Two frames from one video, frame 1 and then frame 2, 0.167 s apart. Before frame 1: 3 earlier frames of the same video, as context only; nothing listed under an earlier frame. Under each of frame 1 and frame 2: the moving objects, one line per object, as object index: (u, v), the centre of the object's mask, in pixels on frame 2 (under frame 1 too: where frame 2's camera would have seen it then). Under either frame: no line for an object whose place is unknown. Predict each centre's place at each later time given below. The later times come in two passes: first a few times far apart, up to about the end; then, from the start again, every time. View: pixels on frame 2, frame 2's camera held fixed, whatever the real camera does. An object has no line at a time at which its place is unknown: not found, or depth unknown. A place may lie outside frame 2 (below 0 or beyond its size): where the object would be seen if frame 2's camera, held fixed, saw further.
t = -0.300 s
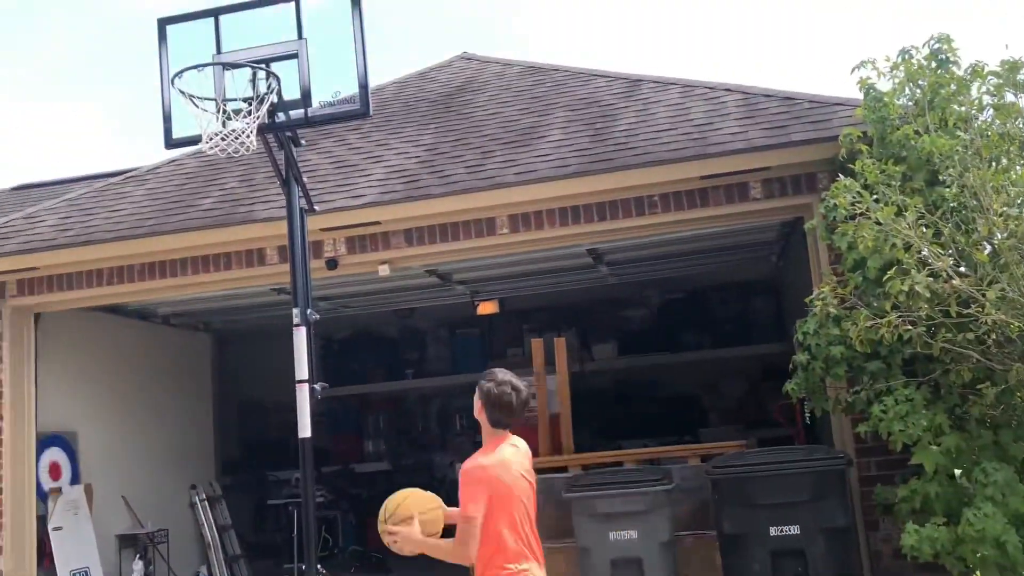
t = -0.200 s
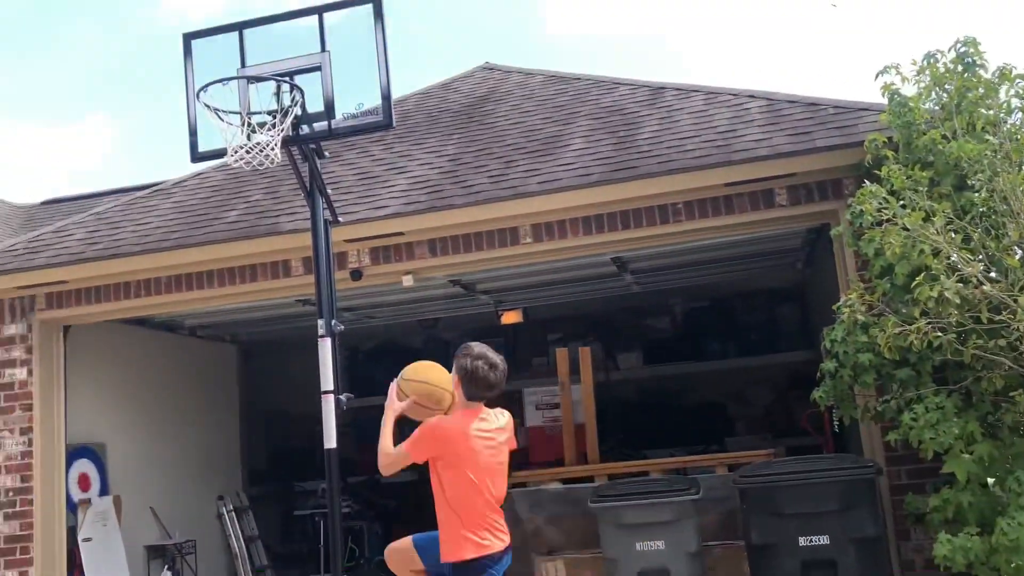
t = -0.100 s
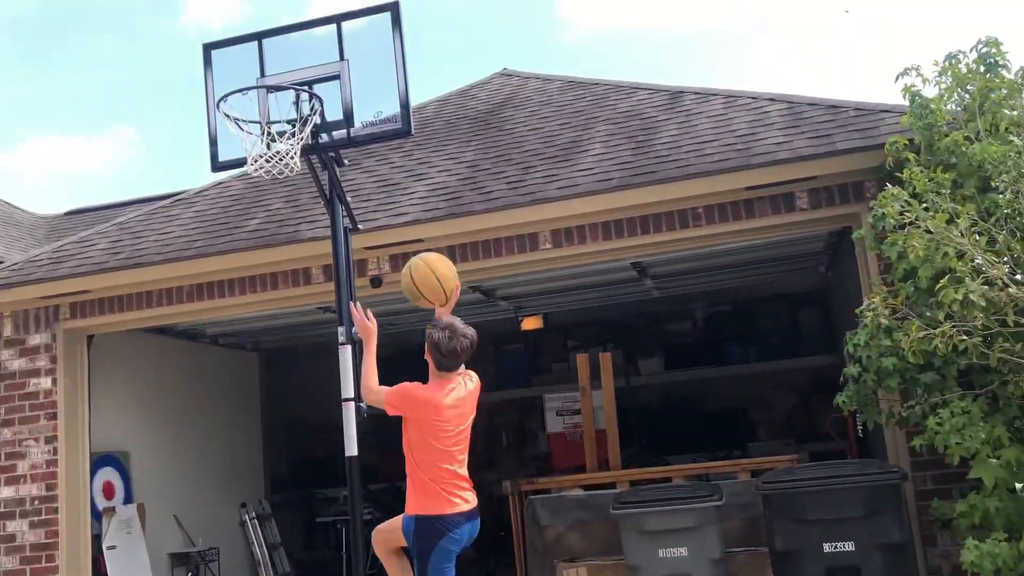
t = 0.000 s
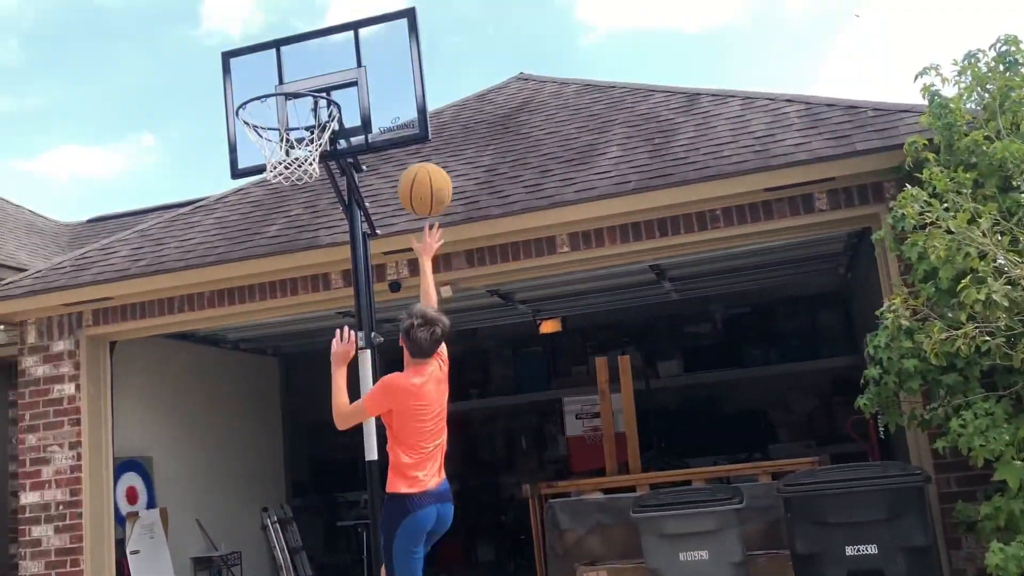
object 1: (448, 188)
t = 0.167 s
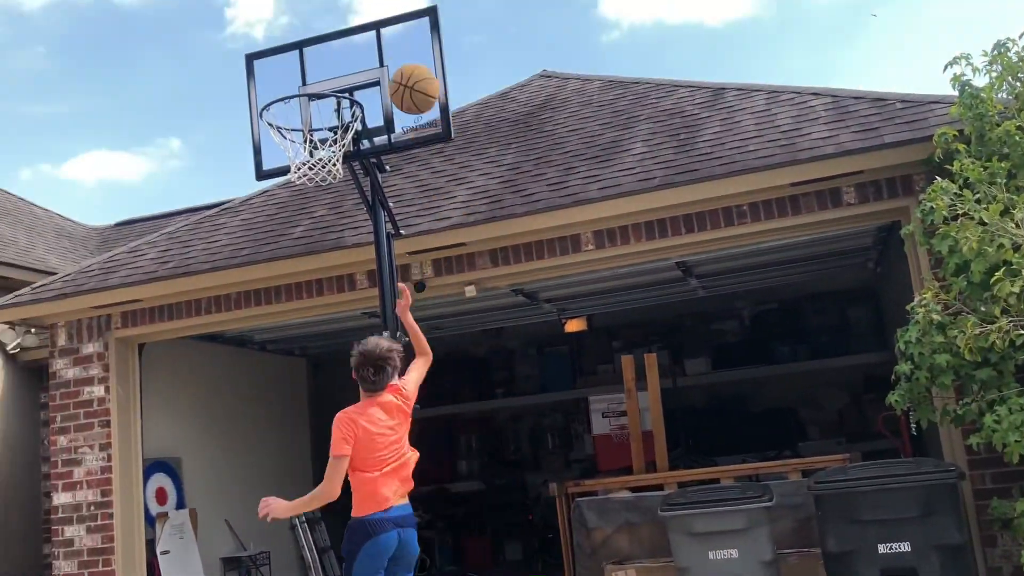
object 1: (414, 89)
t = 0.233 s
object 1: (403, 68)
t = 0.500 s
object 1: (345, 66)
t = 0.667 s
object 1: (308, 133)
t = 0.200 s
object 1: (408, 77)
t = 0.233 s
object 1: (403, 68)
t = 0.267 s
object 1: (398, 61)
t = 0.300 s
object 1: (391, 56)
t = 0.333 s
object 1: (383, 53)
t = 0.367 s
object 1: (375, 51)
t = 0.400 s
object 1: (367, 52)
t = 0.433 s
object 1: (359, 54)
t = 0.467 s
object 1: (352, 59)
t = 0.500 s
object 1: (345, 66)
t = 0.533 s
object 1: (337, 73)
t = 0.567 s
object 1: (329, 86)
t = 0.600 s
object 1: (323, 100)
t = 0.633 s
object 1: (316, 117)
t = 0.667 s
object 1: (308, 133)
